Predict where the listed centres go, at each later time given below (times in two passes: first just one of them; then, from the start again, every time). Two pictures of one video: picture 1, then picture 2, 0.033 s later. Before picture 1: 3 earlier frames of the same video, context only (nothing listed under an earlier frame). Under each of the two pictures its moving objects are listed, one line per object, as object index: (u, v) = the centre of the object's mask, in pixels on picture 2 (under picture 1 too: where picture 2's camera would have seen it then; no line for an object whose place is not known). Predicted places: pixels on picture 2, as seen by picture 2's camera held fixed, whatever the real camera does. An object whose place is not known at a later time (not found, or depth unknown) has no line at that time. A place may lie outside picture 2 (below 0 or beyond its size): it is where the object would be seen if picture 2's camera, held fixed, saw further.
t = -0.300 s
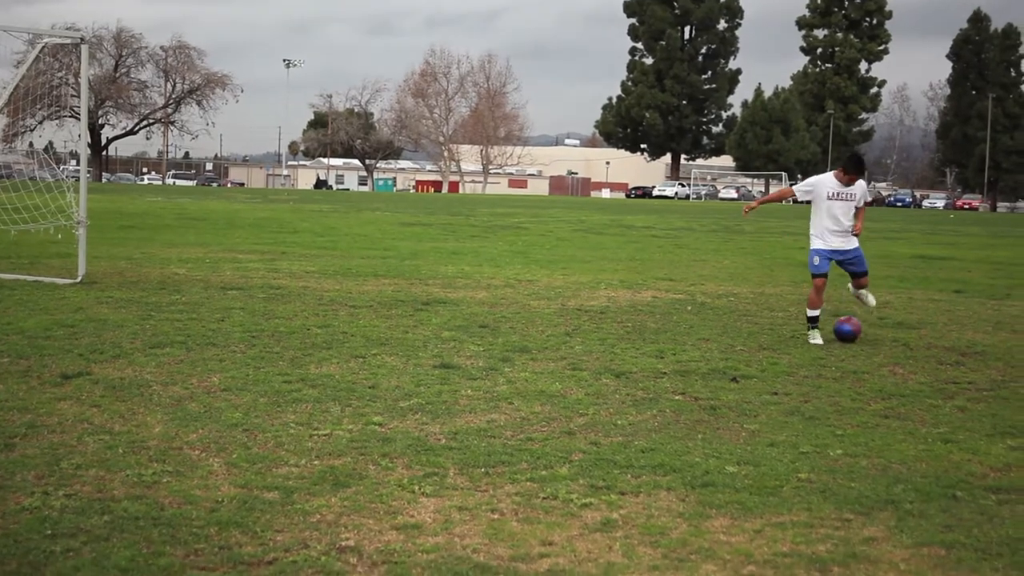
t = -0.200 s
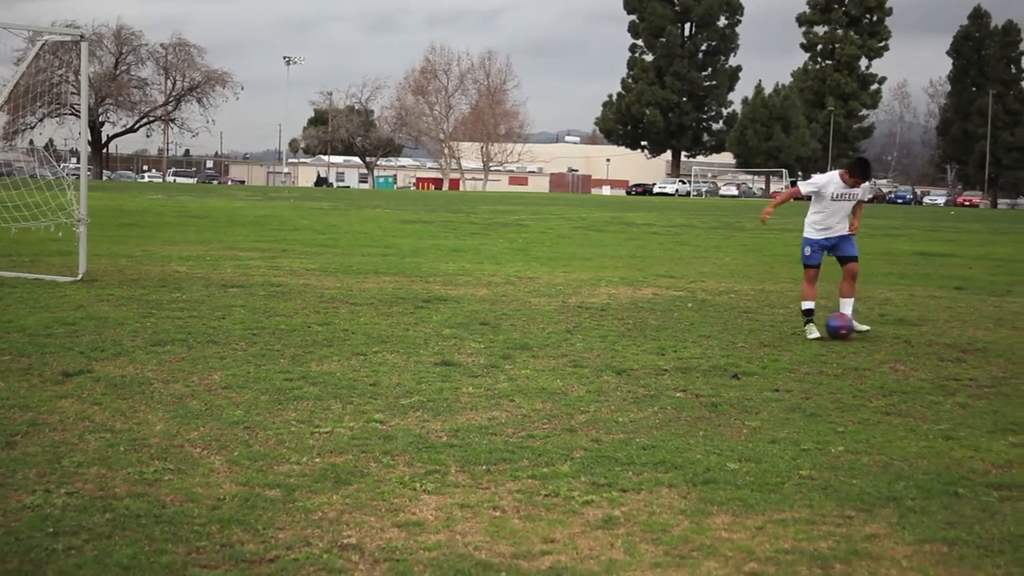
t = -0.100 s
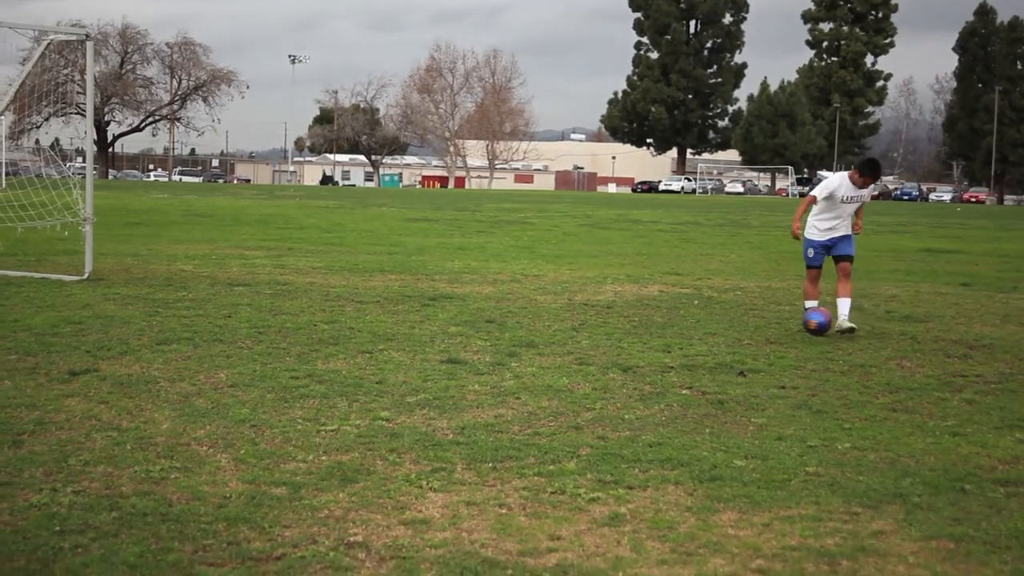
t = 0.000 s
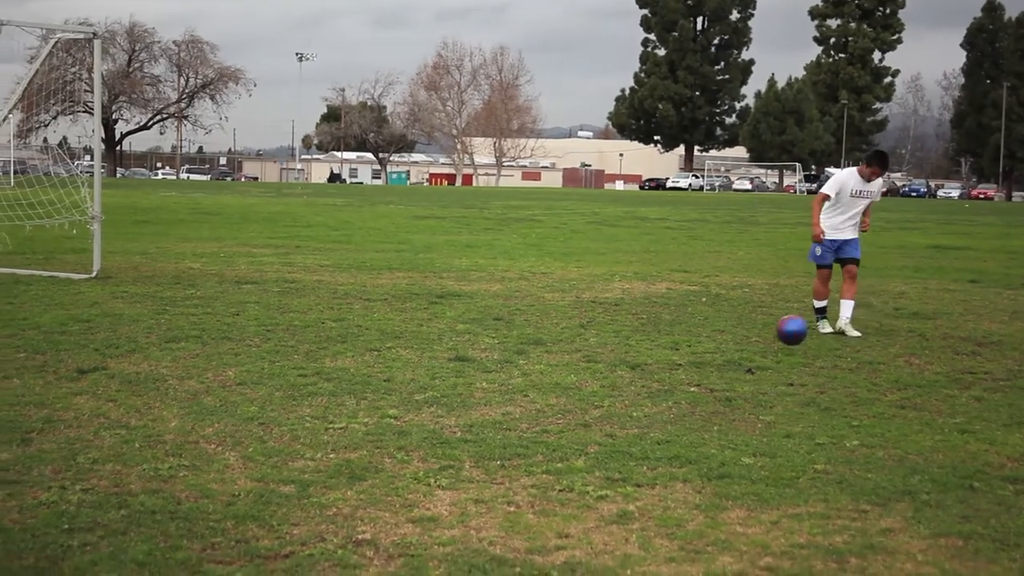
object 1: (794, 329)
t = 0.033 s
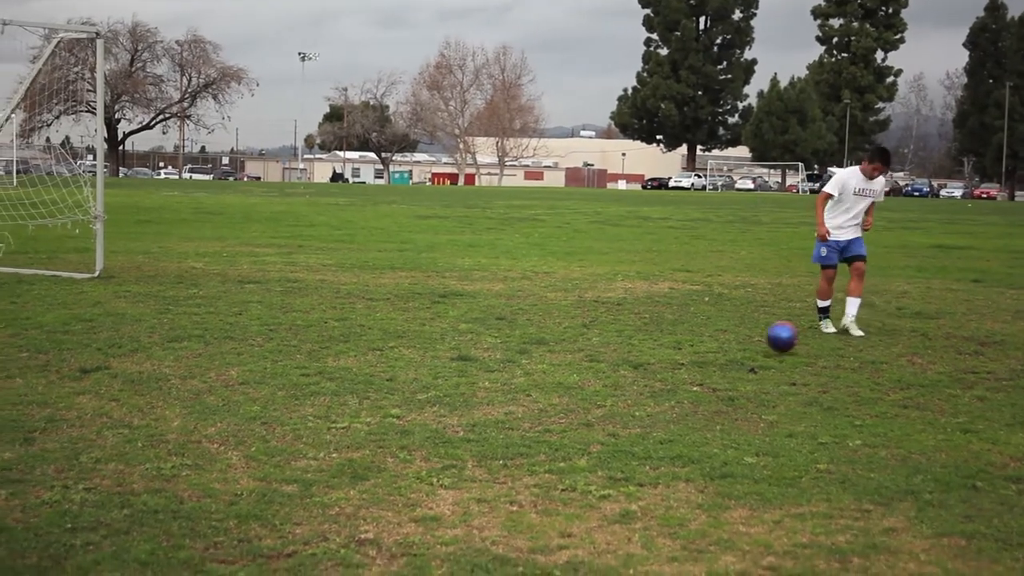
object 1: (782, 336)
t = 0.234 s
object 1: (705, 349)
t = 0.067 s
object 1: (769, 345)
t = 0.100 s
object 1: (757, 346)
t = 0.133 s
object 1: (745, 345)
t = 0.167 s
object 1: (733, 344)
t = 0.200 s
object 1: (720, 345)
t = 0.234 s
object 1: (705, 349)
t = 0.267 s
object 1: (690, 354)
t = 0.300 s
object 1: (675, 361)
